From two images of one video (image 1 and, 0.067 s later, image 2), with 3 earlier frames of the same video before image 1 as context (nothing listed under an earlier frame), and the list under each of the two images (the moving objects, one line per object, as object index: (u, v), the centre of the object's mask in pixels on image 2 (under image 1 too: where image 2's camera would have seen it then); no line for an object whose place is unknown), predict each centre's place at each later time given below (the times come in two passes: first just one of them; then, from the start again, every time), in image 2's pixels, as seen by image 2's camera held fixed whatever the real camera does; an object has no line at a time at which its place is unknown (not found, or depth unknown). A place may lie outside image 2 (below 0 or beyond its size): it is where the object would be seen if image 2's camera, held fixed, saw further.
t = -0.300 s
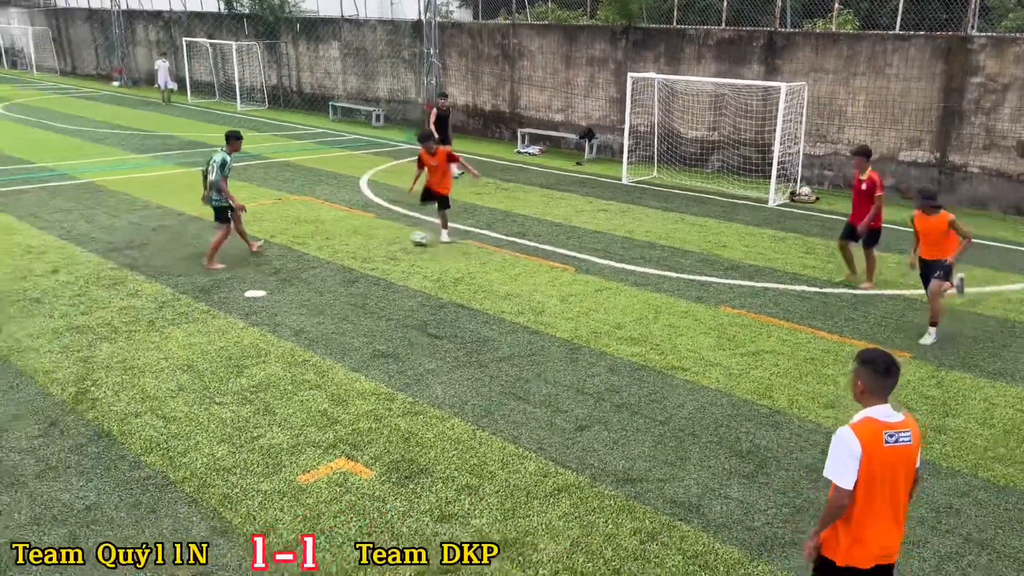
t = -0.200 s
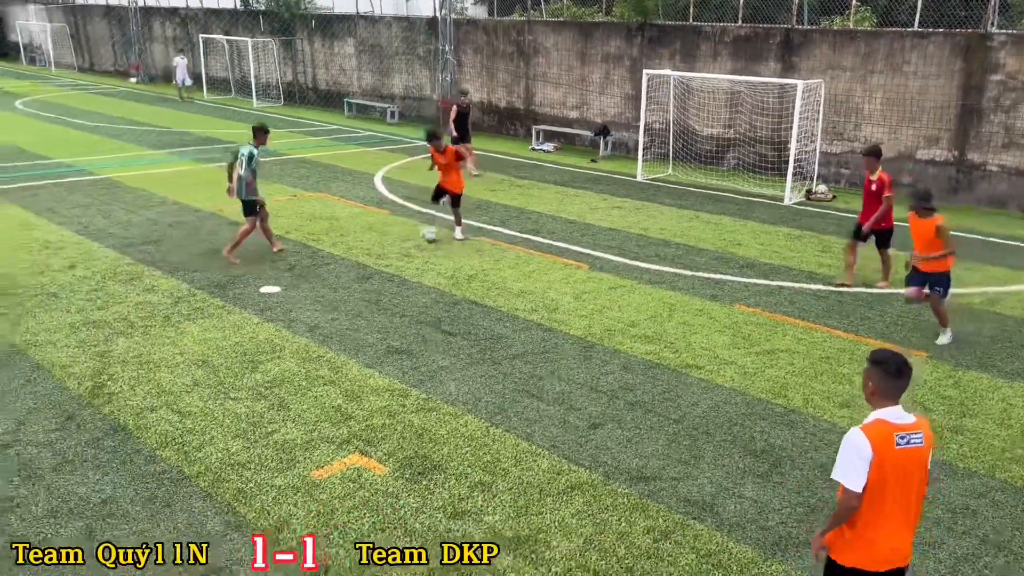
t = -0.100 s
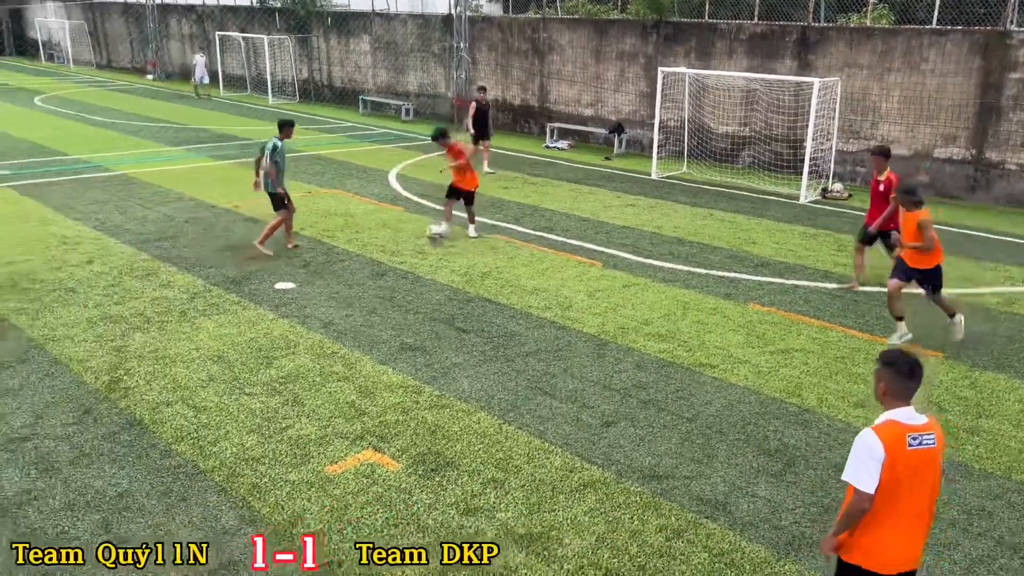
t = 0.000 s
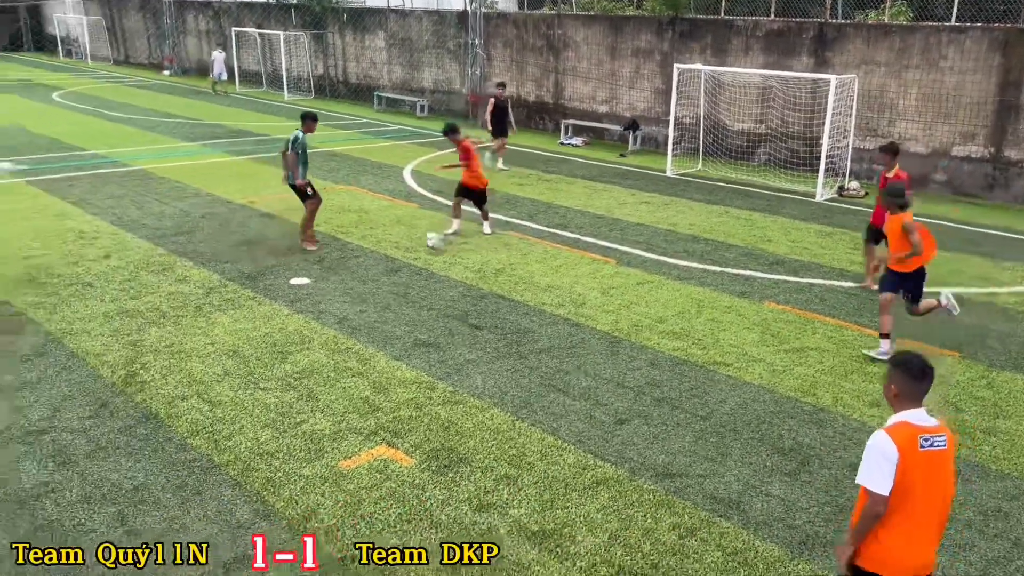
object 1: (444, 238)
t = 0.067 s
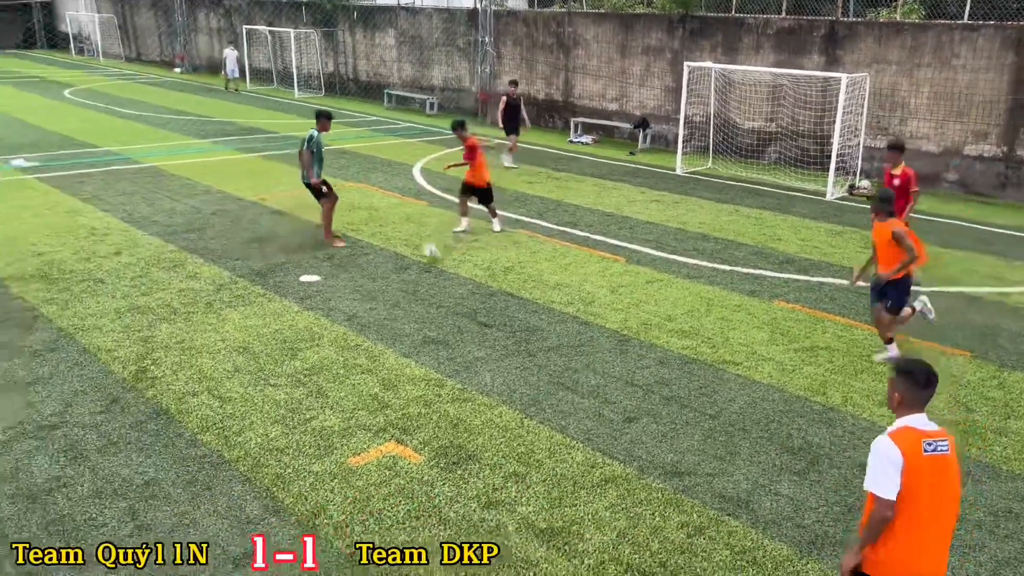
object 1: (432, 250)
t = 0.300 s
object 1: (385, 290)
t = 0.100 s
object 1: (423, 257)
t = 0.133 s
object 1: (417, 267)
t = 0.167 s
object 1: (411, 270)
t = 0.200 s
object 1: (405, 273)
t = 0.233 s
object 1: (399, 277)
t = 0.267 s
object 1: (392, 282)
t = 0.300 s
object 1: (385, 290)
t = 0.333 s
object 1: (378, 299)
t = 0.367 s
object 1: (371, 309)
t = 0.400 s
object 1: (363, 313)
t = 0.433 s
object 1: (355, 318)
